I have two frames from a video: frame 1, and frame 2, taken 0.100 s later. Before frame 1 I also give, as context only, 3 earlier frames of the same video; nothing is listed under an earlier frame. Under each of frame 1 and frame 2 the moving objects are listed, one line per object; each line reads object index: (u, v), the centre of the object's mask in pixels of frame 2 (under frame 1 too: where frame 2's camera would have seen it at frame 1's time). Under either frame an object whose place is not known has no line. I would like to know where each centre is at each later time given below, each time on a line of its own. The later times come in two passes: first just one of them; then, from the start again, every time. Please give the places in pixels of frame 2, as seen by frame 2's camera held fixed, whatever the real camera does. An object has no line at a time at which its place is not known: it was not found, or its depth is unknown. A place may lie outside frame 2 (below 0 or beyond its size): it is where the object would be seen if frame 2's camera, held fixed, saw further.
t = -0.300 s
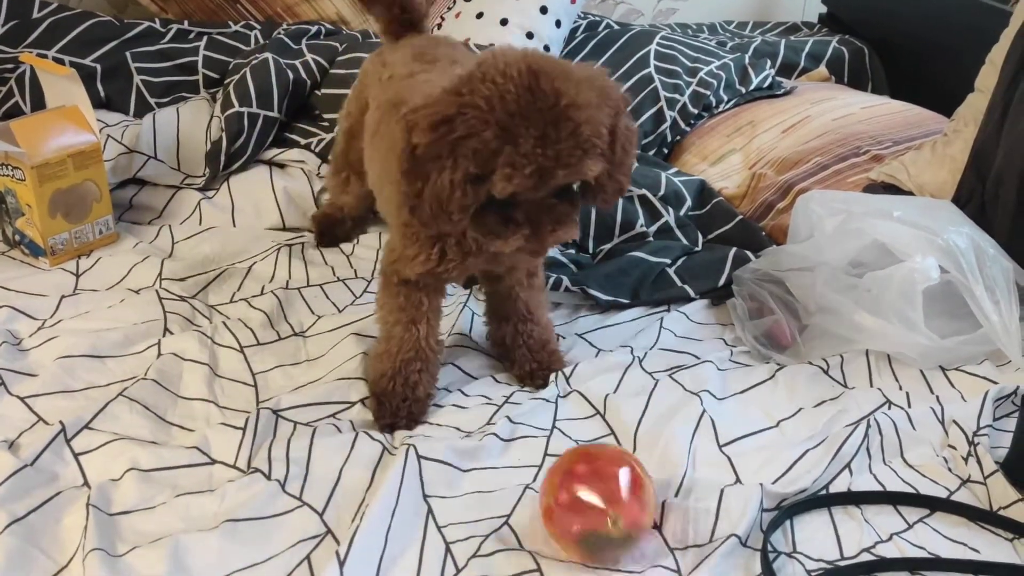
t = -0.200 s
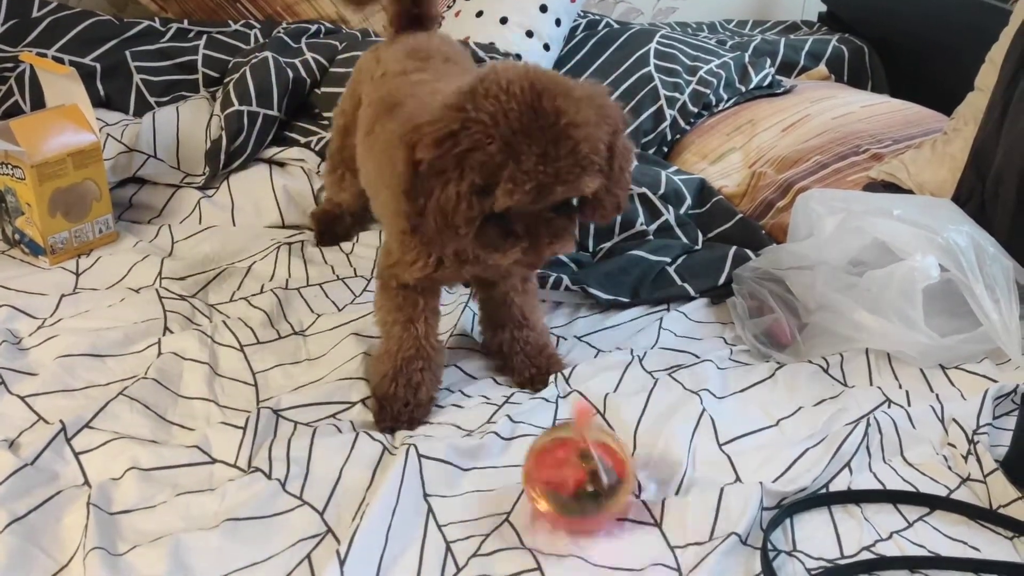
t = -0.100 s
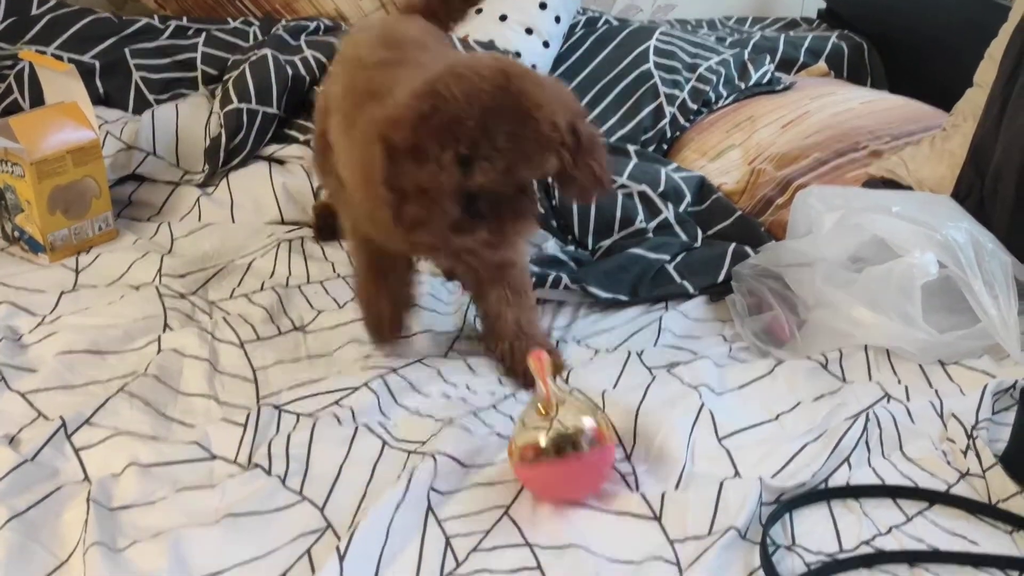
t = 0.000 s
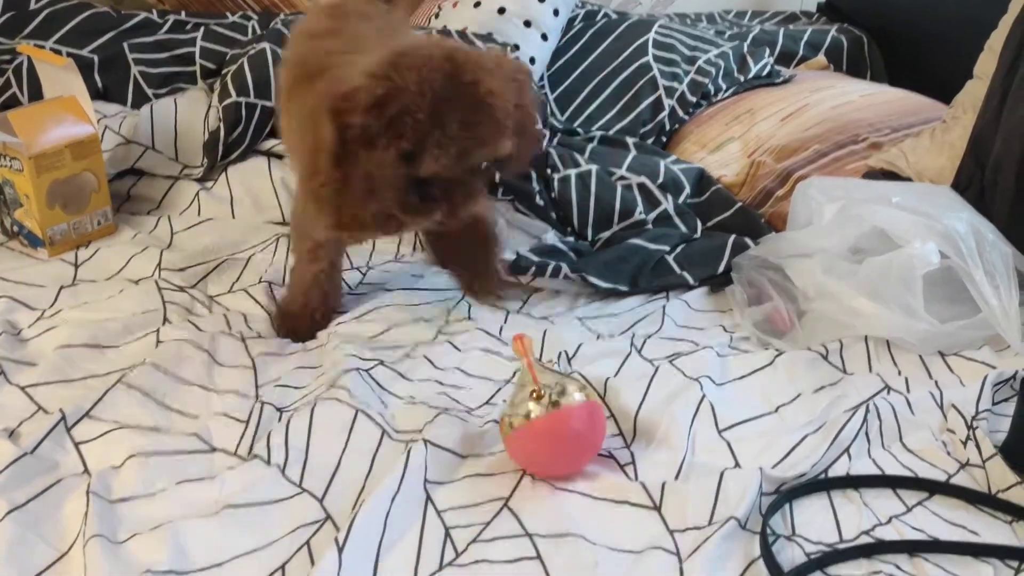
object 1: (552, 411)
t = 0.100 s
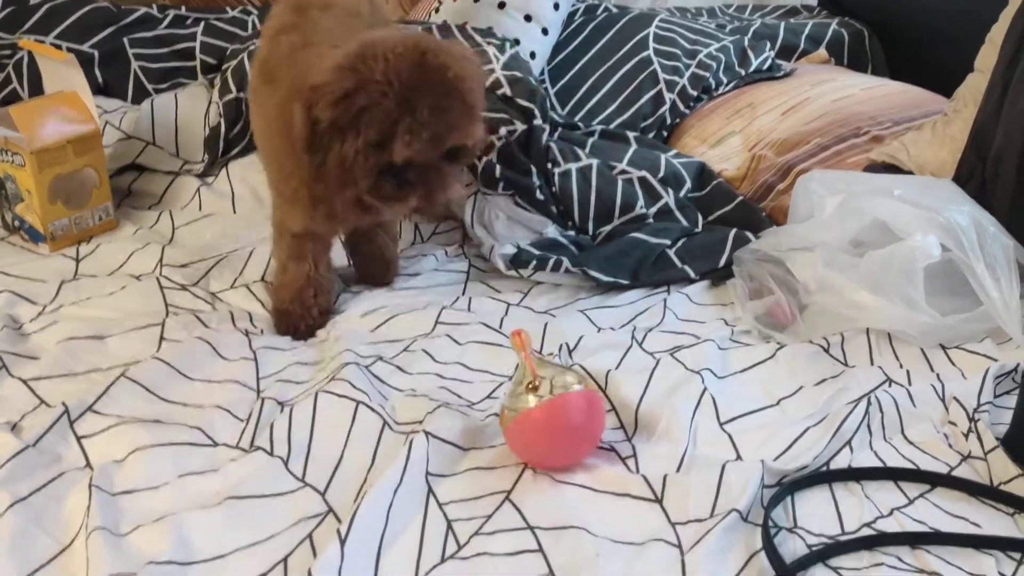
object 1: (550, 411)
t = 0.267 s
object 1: (559, 421)
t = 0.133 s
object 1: (551, 412)
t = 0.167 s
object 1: (553, 413)
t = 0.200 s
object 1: (554, 416)
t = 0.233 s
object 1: (557, 419)
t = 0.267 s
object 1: (559, 421)
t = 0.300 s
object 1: (561, 425)
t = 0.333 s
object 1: (563, 428)
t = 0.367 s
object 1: (565, 430)
